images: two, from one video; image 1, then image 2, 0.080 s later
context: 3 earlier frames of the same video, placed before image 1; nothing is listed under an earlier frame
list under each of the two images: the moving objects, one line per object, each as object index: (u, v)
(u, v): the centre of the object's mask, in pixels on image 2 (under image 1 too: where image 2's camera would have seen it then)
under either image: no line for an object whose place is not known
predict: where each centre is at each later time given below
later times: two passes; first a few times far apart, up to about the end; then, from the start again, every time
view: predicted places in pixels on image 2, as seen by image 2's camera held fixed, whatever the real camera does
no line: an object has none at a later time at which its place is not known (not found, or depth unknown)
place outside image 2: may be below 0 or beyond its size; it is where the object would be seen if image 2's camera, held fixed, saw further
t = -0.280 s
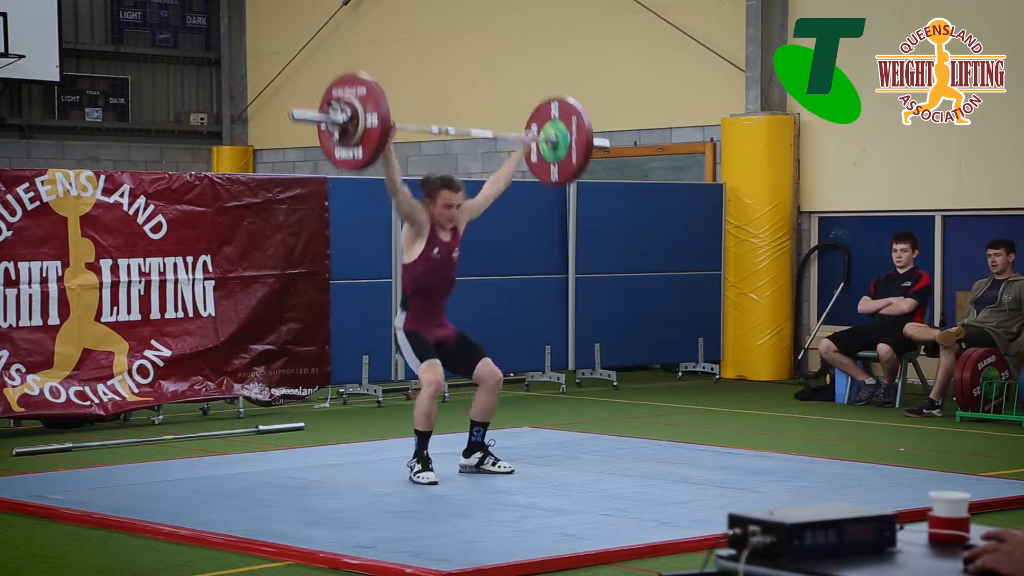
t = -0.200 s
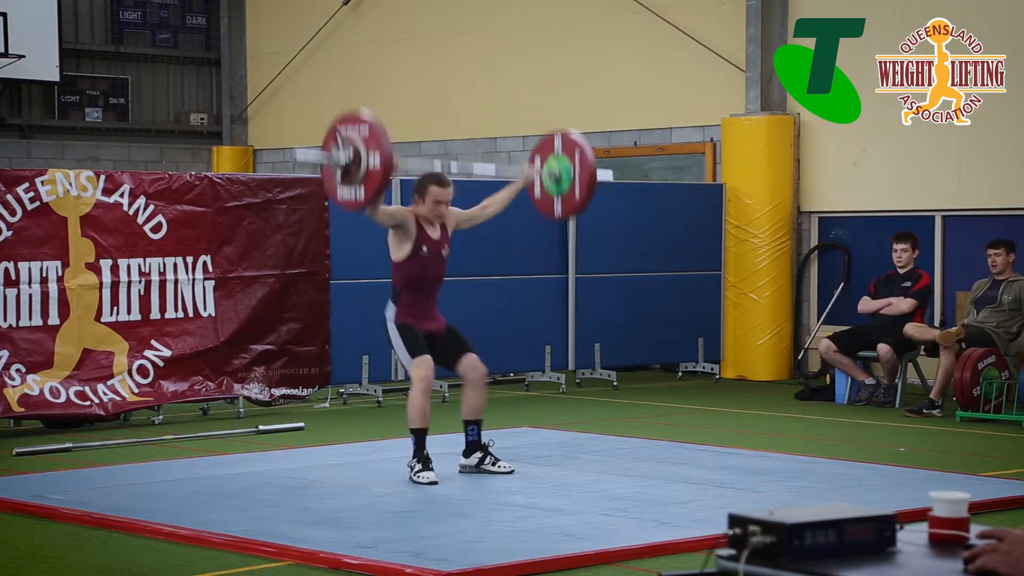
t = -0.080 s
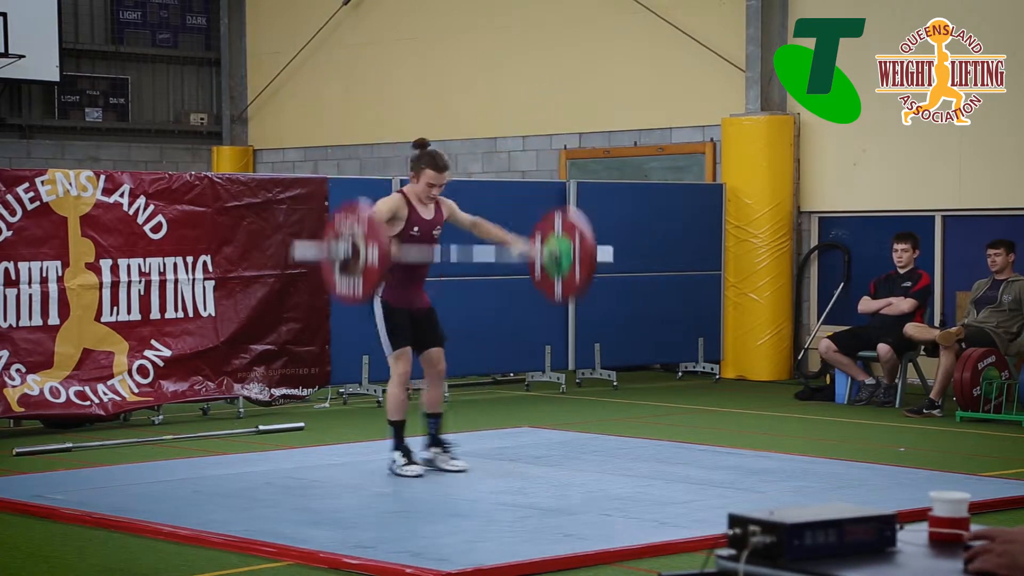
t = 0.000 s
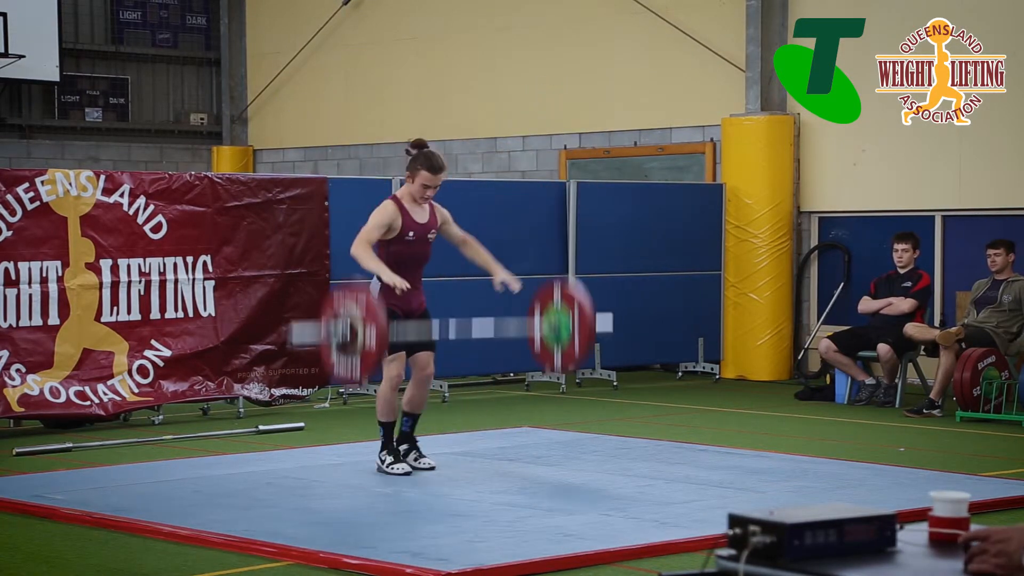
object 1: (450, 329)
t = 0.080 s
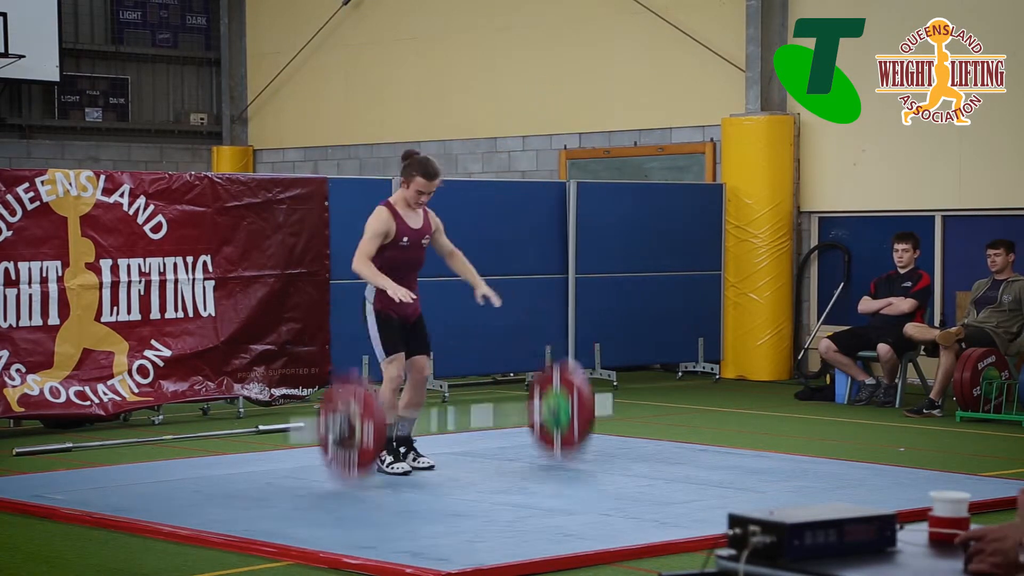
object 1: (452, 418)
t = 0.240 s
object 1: (446, 373)
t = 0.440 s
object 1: (439, 348)
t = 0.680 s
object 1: (438, 422)
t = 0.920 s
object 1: (422, 412)
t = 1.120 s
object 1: (408, 425)
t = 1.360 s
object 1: (400, 432)
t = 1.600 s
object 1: (400, 432)
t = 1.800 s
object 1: (399, 431)
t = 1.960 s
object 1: (400, 431)
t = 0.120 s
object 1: (450, 424)
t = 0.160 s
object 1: (448, 404)
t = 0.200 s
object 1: (446, 387)
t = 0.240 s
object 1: (446, 373)
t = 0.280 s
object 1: (444, 362)
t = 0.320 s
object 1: (443, 354)
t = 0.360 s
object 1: (441, 349)
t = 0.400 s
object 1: (440, 347)
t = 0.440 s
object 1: (439, 348)
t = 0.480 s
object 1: (439, 352)
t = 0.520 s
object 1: (438, 360)
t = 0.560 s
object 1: (438, 371)
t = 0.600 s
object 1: (438, 385)
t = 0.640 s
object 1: (438, 402)
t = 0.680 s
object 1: (438, 422)
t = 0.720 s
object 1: (434, 429)
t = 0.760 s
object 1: (429, 419)
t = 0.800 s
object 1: (428, 413)
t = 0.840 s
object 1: (425, 410)
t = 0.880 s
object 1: (423, 409)
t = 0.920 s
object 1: (422, 412)
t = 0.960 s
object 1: (419, 418)
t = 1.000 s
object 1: (418, 427)
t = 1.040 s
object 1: (414, 431)
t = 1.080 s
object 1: (412, 426)
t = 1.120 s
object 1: (408, 425)
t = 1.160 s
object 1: (408, 426)
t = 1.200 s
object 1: (406, 431)
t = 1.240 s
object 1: (405, 431)
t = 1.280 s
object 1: (402, 430)
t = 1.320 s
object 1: (403, 432)
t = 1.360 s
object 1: (400, 432)
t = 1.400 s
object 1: (401, 432)
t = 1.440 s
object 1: (401, 432)
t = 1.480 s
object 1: (401, 432)
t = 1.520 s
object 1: (401, 432)
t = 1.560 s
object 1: (400, 432)
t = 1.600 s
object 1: (400, 432)
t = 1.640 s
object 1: (400, 432)
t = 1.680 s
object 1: (400, 432)
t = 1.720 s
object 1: (400, 432)
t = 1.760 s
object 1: (400, 431)
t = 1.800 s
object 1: (399, 431)
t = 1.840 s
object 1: (399, 431)
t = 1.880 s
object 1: (399, 431)
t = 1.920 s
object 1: (400, 431)
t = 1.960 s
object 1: (400, 431)
